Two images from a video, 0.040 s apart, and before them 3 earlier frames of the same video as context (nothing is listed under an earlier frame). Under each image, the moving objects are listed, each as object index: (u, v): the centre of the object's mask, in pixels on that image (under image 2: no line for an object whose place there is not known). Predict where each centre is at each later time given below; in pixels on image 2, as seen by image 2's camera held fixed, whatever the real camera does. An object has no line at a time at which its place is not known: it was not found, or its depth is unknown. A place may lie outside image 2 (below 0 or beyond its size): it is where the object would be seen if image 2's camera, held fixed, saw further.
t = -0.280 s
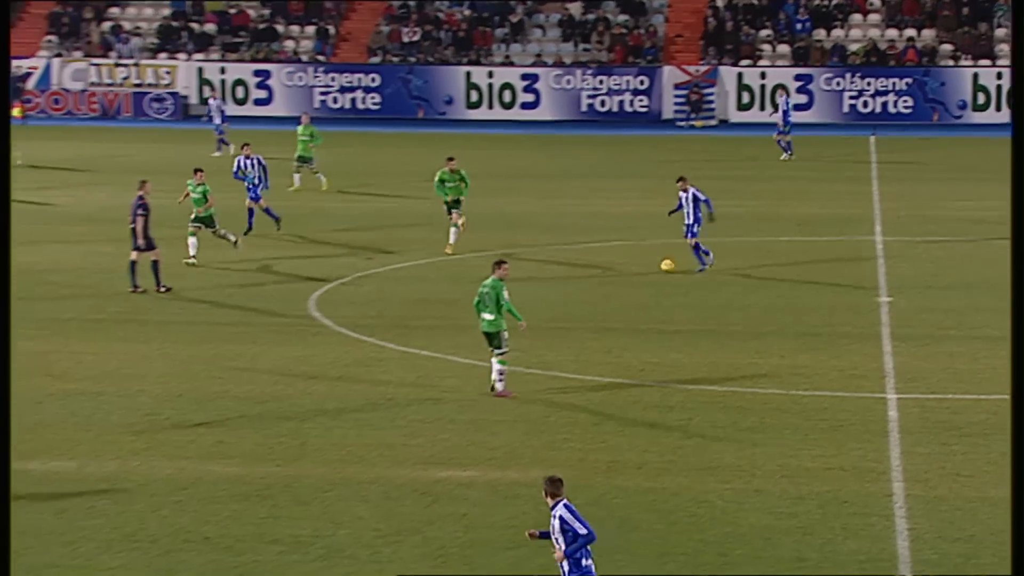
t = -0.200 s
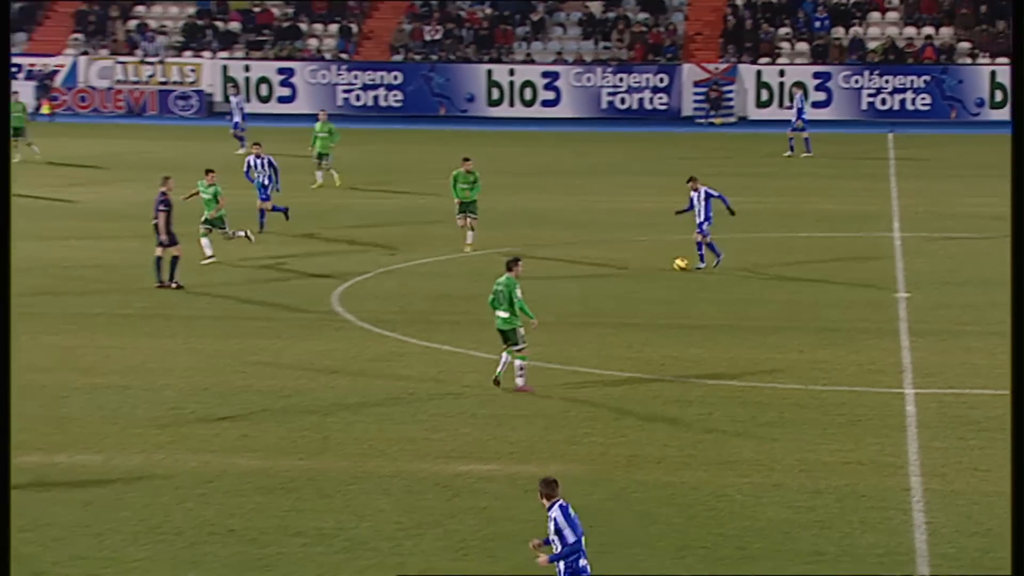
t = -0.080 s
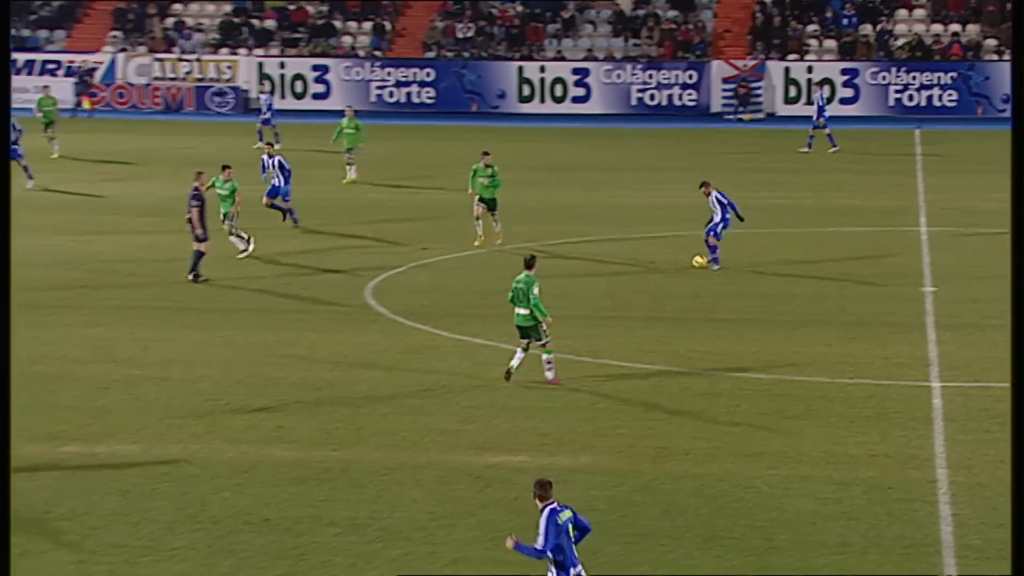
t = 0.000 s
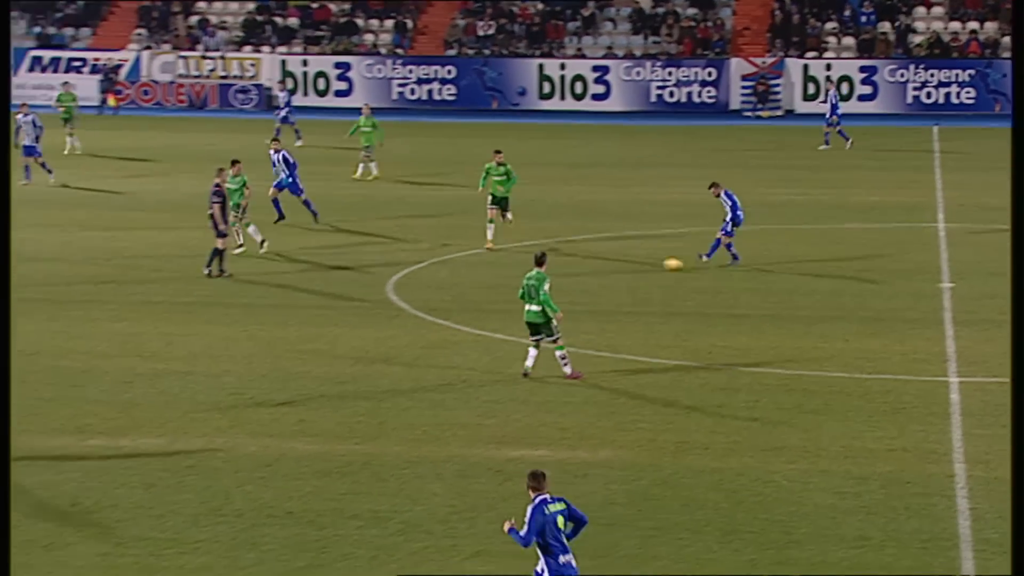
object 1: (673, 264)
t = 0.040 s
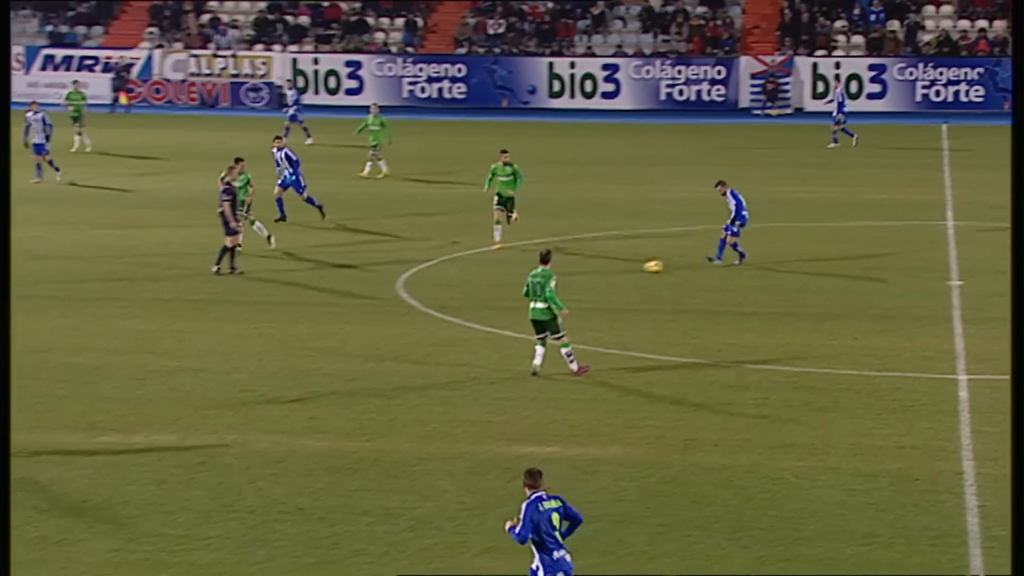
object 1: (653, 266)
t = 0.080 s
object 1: (624, 270)
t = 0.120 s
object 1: (595, 273)
